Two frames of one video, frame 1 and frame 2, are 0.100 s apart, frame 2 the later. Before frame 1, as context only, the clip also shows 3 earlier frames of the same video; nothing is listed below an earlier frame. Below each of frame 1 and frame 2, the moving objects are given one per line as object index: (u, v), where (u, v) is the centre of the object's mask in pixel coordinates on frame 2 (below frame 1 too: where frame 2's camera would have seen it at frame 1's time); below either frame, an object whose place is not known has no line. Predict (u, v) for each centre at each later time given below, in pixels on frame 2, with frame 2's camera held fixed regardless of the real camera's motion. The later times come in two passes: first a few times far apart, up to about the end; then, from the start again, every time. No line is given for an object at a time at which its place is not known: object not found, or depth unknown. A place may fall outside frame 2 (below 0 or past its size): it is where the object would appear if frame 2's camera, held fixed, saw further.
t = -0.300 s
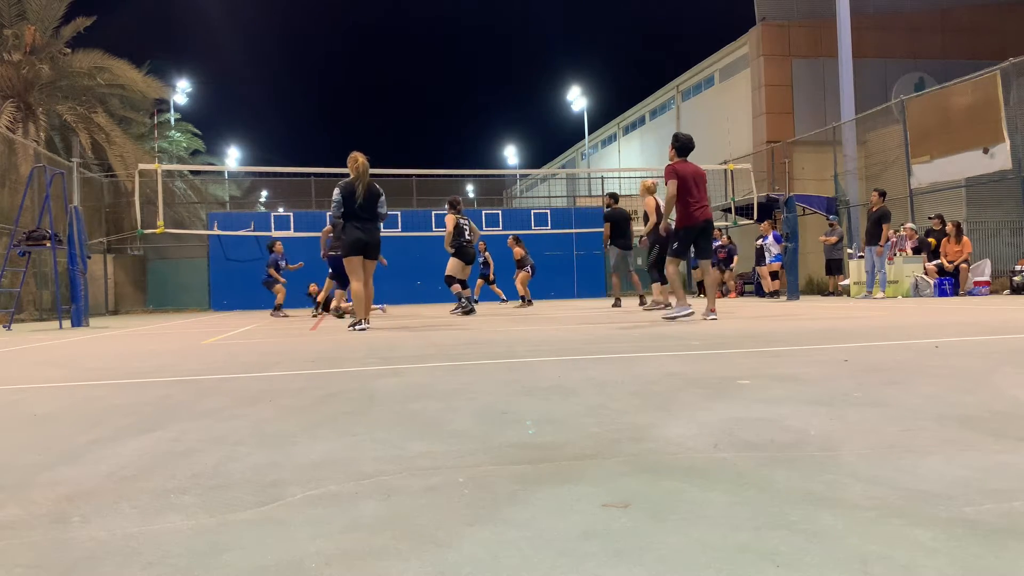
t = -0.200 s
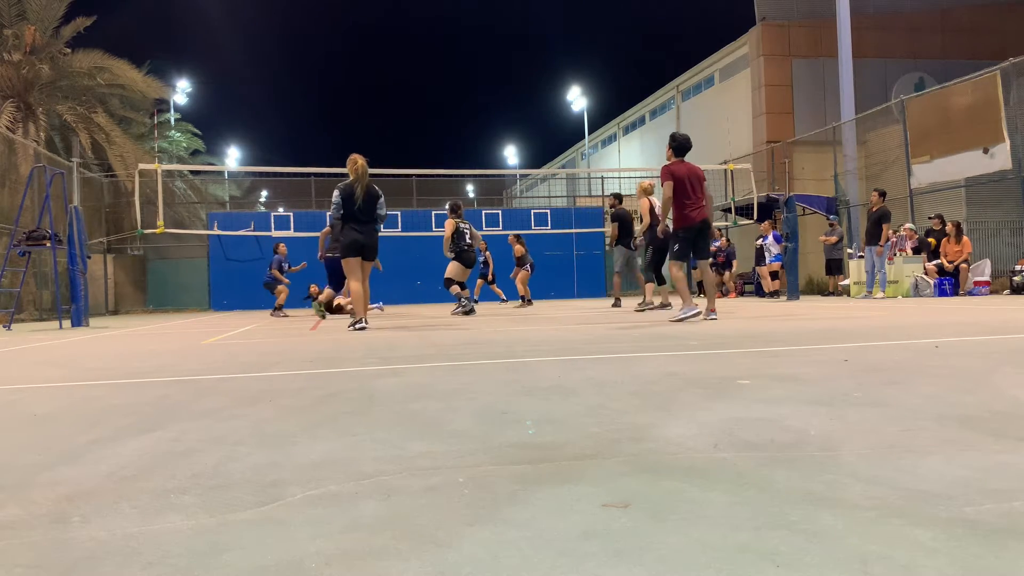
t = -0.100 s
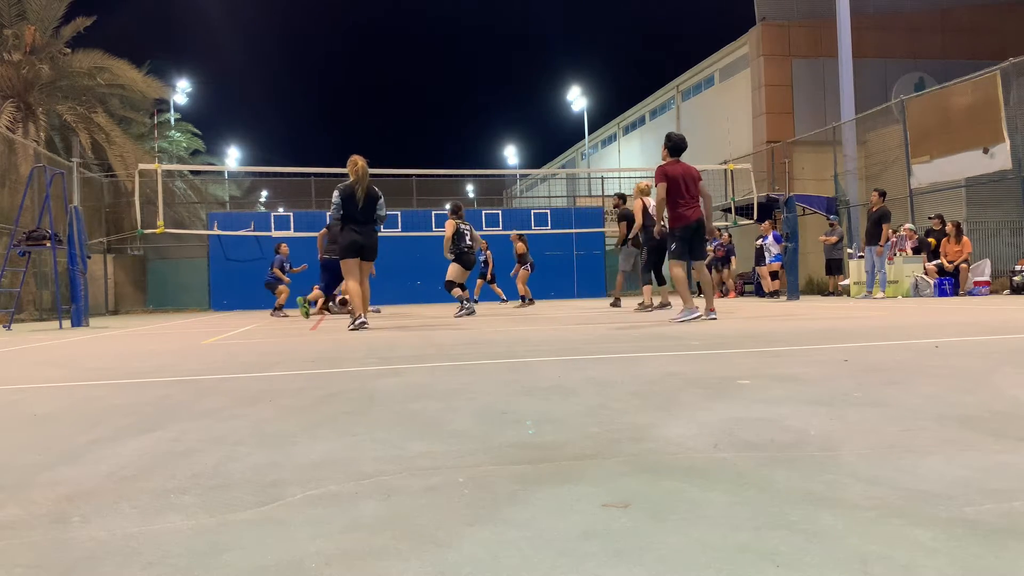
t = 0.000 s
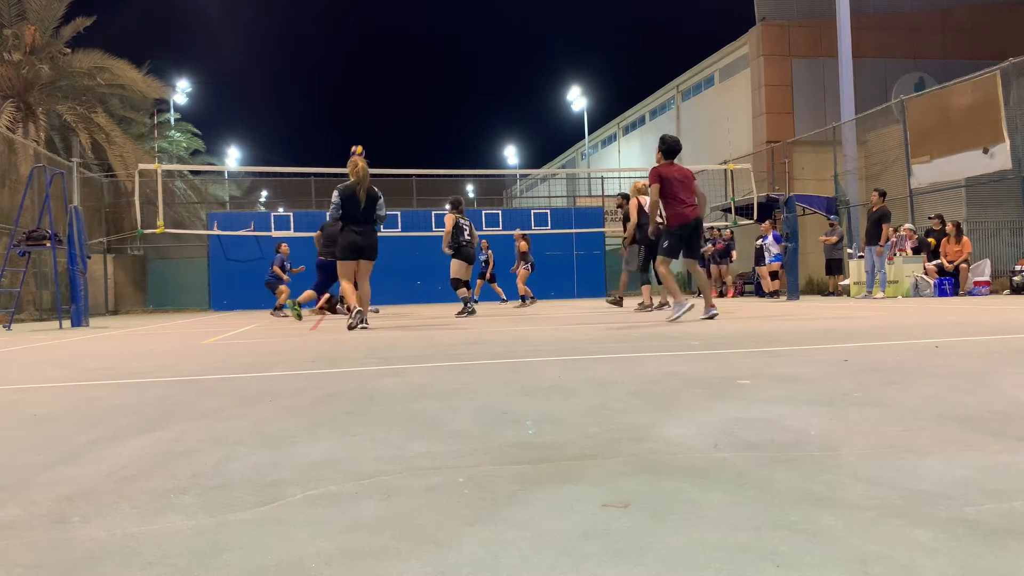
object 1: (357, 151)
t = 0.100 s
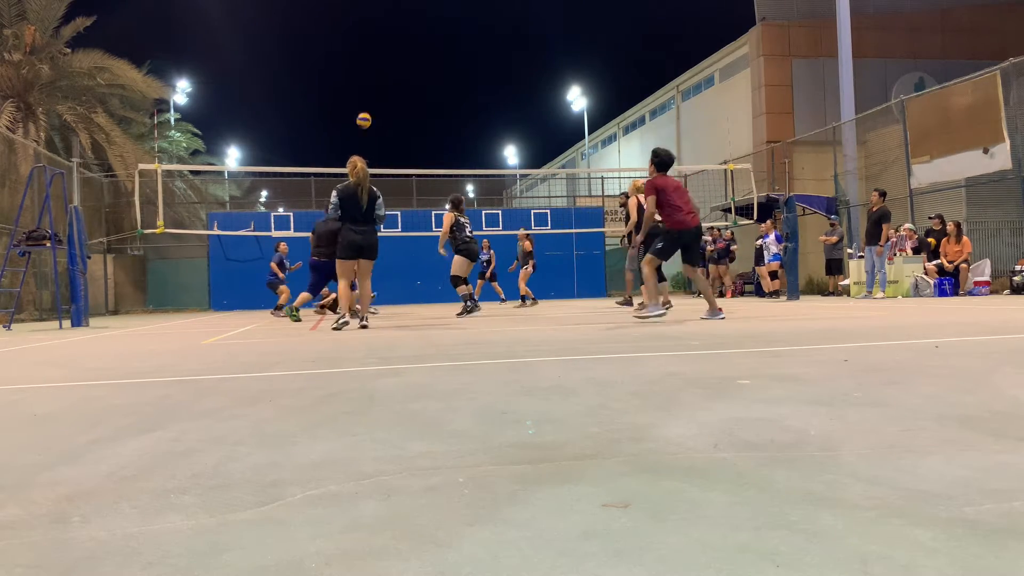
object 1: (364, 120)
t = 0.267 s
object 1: (376, 77)
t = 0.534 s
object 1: (401, 42)
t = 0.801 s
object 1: (434, 64)
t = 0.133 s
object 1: (366, 110)
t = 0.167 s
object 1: (369, 101)
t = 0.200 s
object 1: (371, 92)
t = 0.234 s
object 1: (373, 84)
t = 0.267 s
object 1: (376, 77)
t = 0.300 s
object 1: (379, 70)
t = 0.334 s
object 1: (382, 64)
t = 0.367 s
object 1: (385, 58)
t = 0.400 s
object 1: (388, 53)
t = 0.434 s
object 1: (391, 50)
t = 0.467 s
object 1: (394, 46)
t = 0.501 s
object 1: (398, 44)
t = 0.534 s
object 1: (401, 42)
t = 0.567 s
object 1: (405, 42)
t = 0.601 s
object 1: (409, 42)
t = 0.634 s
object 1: (412, 43)
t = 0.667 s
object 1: (416, 45)
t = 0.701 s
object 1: (420, 49)
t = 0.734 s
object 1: (425, 53)
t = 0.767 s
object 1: (429, 58)
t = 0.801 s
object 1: (434, 64)
